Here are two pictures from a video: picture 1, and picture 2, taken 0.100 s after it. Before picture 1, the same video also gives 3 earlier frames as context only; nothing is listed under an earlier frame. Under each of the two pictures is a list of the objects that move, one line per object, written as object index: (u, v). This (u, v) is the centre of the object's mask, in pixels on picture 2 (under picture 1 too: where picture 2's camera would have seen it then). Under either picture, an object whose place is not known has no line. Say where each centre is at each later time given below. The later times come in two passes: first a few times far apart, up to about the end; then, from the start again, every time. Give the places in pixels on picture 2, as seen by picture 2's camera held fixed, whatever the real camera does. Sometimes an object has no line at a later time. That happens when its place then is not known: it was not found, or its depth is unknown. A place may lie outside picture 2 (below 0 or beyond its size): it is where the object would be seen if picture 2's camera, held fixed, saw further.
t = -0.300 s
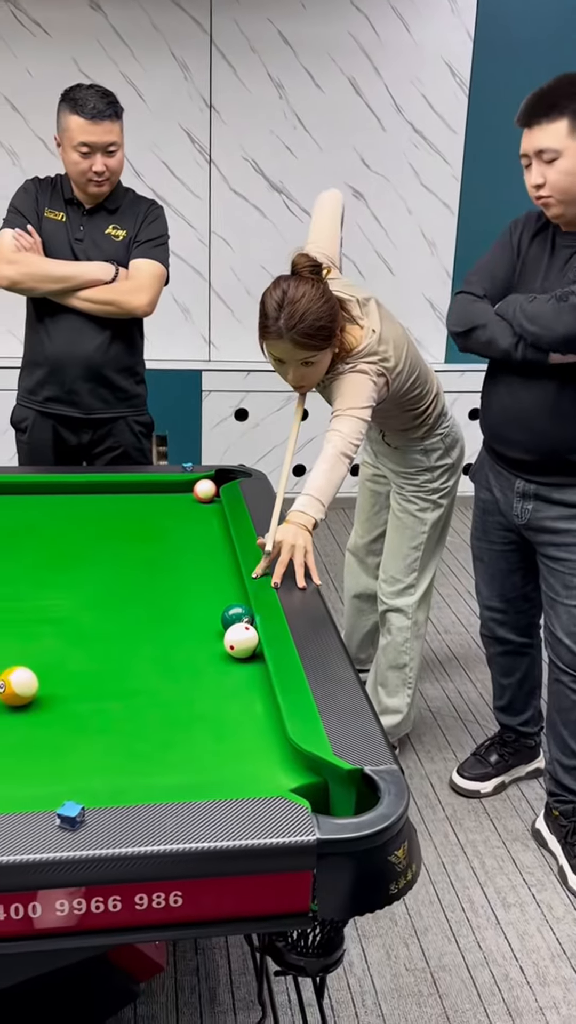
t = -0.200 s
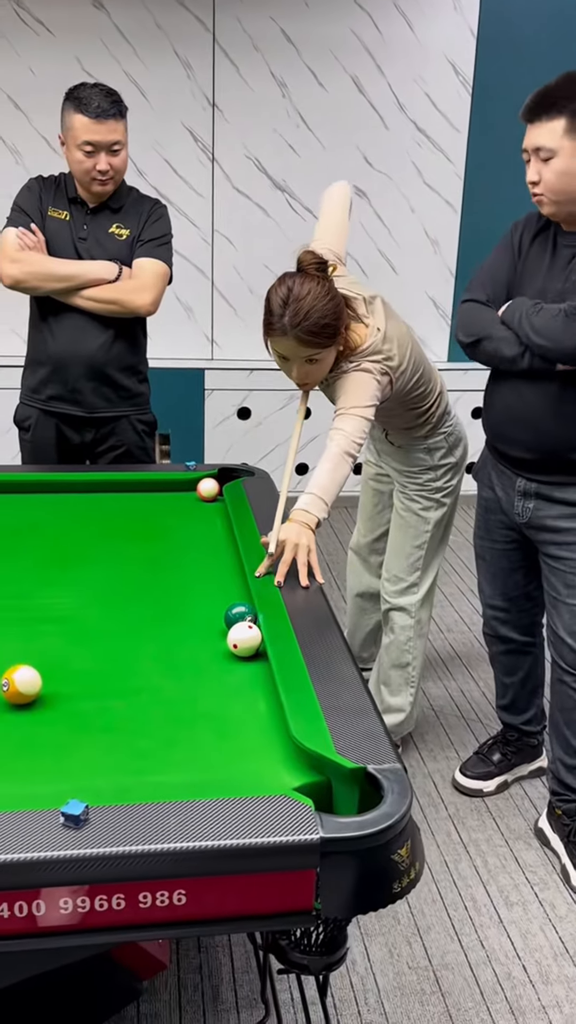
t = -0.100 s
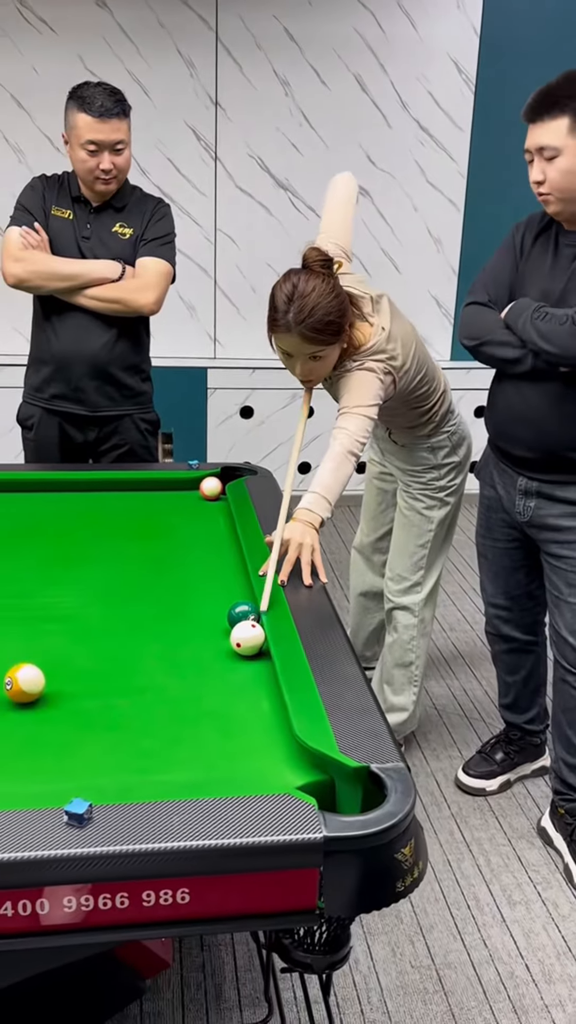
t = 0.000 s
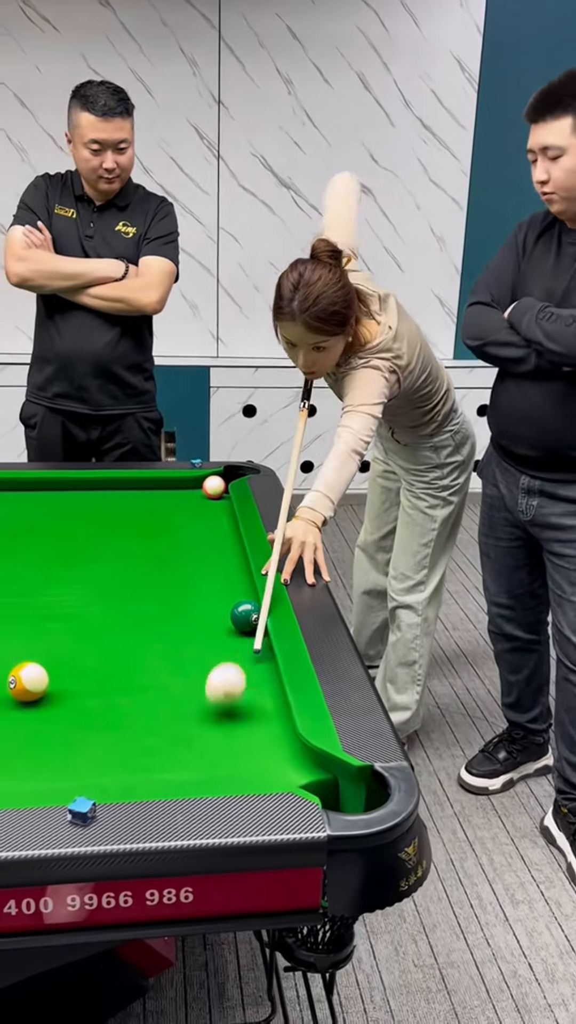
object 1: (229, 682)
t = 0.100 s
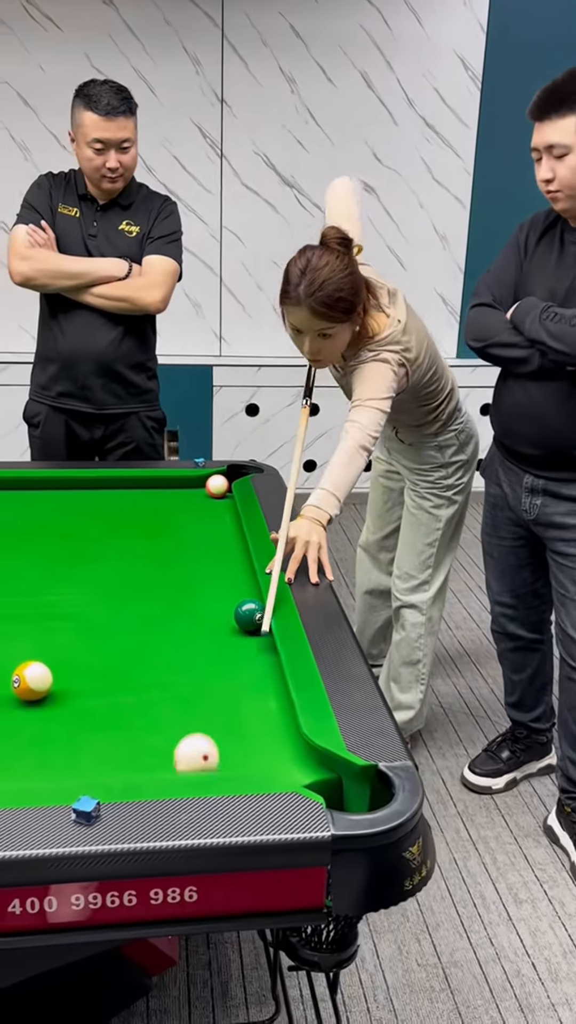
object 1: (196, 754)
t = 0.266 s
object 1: (196, 656)
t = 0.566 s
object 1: (203, 561)
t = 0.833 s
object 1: (207, 507)
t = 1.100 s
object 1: (187, 486)
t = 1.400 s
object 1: (164, 490)
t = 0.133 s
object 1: (196, 731)
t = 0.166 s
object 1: (196, 710)
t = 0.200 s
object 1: (195, 690)
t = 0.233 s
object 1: (196, 672)
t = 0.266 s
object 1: (196, 656)
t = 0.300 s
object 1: (196, 641)
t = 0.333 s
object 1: (197, 629)
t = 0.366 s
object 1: (198, 617)
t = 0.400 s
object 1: (199, 606)
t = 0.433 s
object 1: (200, 596)
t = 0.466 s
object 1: (201, 587)
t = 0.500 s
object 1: (201, 578)
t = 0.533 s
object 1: (202, 569)
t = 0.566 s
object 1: (203, 561)
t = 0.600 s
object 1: (204, 553)
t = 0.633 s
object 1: (204, 546)
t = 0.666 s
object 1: (205, 539)
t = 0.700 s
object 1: (205, 532)
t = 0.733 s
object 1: (206, 526)
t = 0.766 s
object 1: (206, 519)
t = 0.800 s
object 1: (207, 513)
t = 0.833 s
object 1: (207, 507)
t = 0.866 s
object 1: (208, 502)
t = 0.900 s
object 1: (208, 497)
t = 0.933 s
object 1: (206, 493)
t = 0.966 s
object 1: (202, 491)
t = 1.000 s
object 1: (198, 490)
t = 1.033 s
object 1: (194, 489)
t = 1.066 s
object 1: (191, 488)
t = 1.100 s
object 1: (187, 486)
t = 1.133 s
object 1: (184, 484)
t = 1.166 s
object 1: (180, 483)
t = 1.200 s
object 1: (178, 484)
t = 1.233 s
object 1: (176, 485)
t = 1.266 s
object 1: (173, 486)
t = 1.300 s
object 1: (171, 487)
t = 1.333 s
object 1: (168, 488)
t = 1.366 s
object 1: (166, 489)
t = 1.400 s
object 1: (164, 490)
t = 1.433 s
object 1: (161, 491)
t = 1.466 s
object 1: (159, 492)
